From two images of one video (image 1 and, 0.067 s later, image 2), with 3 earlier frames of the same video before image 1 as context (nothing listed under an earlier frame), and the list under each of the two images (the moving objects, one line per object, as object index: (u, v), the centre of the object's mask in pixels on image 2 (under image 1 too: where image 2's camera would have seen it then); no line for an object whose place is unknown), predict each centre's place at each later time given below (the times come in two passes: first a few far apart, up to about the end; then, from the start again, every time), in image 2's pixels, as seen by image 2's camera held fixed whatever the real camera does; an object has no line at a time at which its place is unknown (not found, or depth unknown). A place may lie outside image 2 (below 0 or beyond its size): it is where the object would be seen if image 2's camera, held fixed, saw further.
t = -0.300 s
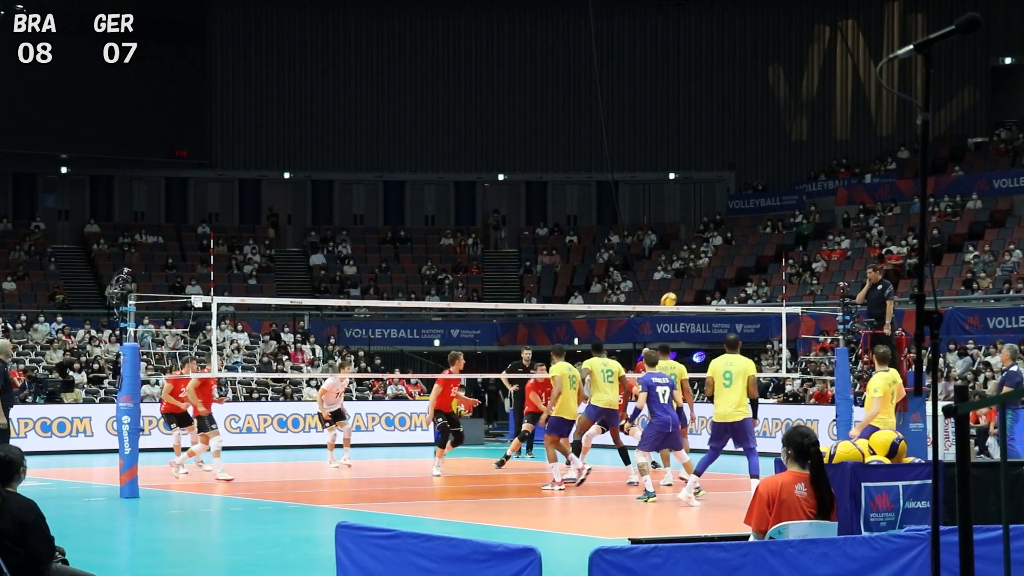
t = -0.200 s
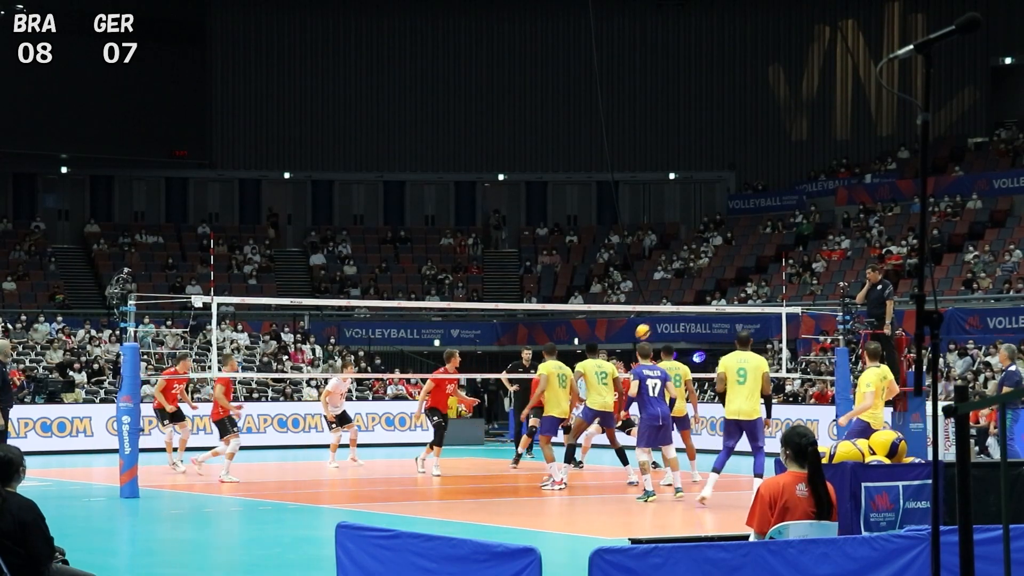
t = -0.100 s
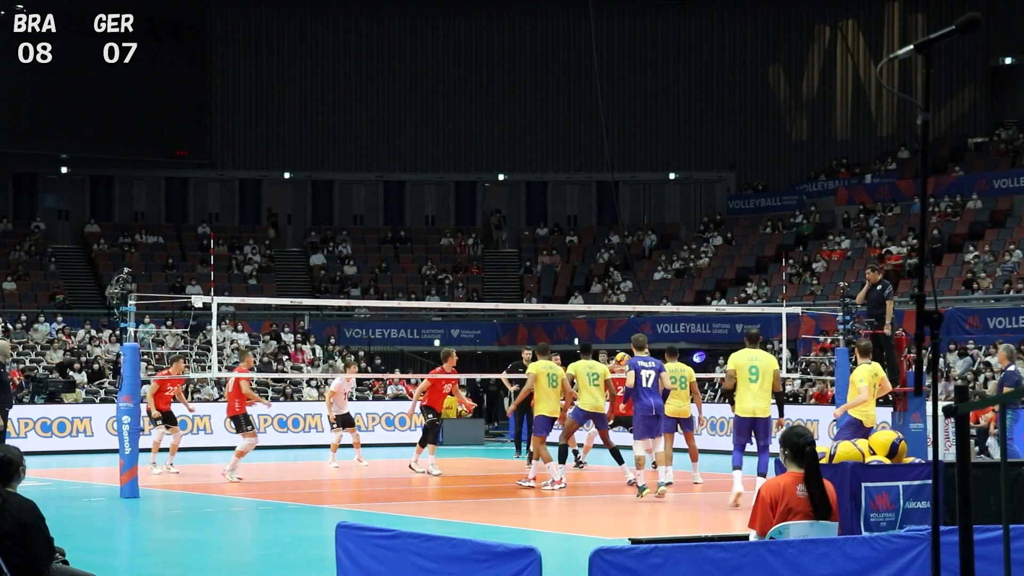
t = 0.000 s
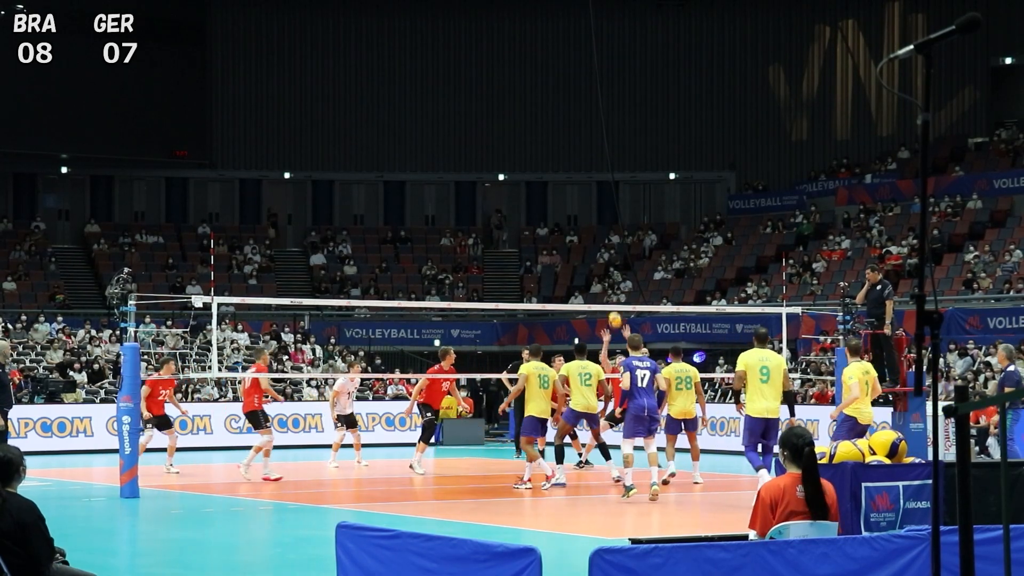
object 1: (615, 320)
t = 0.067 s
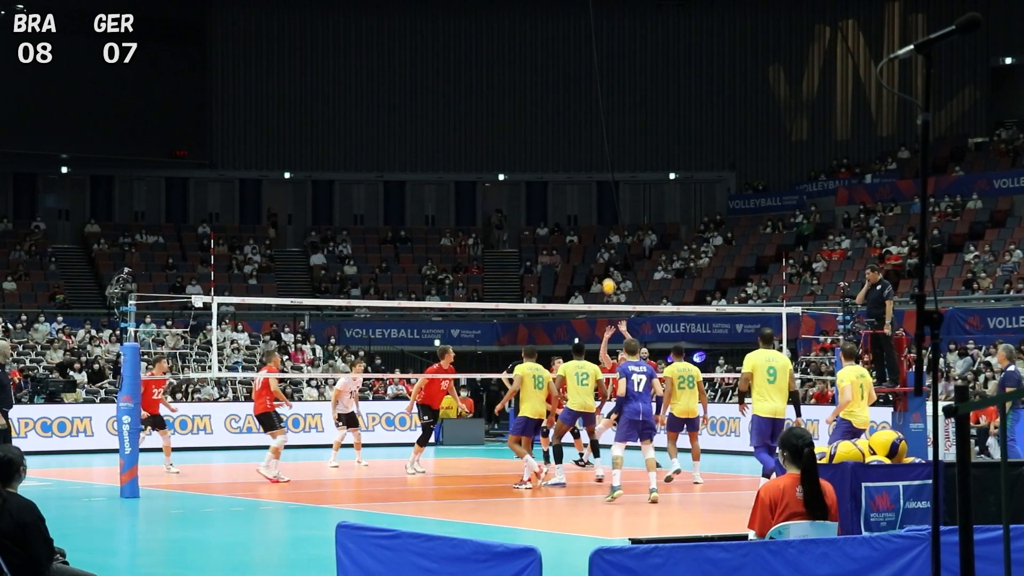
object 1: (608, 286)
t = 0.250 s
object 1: (591, 211)
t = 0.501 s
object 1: (568, 142)
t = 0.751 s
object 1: (545, 113)
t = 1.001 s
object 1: (523, 123)
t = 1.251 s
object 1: (501, 173)
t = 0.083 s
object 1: (607, 279)
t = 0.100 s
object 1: (605, 271)
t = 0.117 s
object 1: (604, 263)
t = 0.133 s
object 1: (603, 256)
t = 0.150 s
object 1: (601, 249)
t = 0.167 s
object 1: (599, 242)
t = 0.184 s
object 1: (598, 236)
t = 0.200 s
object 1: (596, 229)
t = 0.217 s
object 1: (594, 223)
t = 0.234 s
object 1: (592, 217)
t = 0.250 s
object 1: (591, 211)
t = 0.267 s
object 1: (589, 205)
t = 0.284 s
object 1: (588, 199)
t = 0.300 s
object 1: (586, 194)
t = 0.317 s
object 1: (585, 188)
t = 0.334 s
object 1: (583, 183)
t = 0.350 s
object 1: (581, 178)
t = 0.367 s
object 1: (580, 173)
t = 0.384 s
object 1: (578, 169)
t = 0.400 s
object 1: (577, 164)
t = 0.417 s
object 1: (575, 161)
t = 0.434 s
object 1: (574, 156)
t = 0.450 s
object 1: (572, 152)
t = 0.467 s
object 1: (571, 149)
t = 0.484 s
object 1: (570, 145)
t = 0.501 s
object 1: (568, 142)
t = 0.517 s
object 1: (567, 139)
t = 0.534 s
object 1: (565, 136)
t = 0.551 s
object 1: (564, 133)
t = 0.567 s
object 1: (562, 130)
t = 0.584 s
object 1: (561, 128)
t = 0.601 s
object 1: (559, 125)
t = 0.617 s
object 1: (557, 123)
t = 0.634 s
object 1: (556, 121)
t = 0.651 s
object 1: (554, 120)
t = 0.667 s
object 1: (553, 118)
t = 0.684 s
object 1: (552, 117)
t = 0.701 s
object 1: (550, 115)
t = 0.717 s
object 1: (548, 114)
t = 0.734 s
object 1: (547, 113)
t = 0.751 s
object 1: (545, 113)
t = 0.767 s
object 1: (544, 112)
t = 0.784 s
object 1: (543, 112)
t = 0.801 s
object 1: (541, 111)
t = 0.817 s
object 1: (540, 111)
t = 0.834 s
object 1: (538, 112)
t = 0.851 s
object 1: (537, 112)
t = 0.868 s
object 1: (535, 112)
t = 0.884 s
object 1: (534, 113)
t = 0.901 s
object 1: (532, 114)
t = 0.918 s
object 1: (531, 115)
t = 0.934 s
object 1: (529, 116)
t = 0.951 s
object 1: (528, 118)
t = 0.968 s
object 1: (526, 119)
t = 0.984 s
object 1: (525, 121)
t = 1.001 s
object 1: (523, 123)
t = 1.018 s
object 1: (522, 125)
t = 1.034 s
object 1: (520, 127)
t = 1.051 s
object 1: (518, 130)
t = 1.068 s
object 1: (517, 132)
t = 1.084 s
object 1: (516, 135)
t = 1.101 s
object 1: (514, 138)
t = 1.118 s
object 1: (513, 141)
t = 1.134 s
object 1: (511, 145)
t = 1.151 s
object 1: (510, 148)
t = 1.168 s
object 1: (508, 152)
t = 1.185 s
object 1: (507, 156)
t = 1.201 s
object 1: (506, 160)
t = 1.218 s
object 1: (504, 164)
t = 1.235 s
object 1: (503, 168)
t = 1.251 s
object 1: (501, 173)
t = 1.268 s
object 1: (499, 178)
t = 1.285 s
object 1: (498, 183)
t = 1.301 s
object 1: (497, 188)
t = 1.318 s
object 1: (495, 194)
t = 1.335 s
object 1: (494, 199)
